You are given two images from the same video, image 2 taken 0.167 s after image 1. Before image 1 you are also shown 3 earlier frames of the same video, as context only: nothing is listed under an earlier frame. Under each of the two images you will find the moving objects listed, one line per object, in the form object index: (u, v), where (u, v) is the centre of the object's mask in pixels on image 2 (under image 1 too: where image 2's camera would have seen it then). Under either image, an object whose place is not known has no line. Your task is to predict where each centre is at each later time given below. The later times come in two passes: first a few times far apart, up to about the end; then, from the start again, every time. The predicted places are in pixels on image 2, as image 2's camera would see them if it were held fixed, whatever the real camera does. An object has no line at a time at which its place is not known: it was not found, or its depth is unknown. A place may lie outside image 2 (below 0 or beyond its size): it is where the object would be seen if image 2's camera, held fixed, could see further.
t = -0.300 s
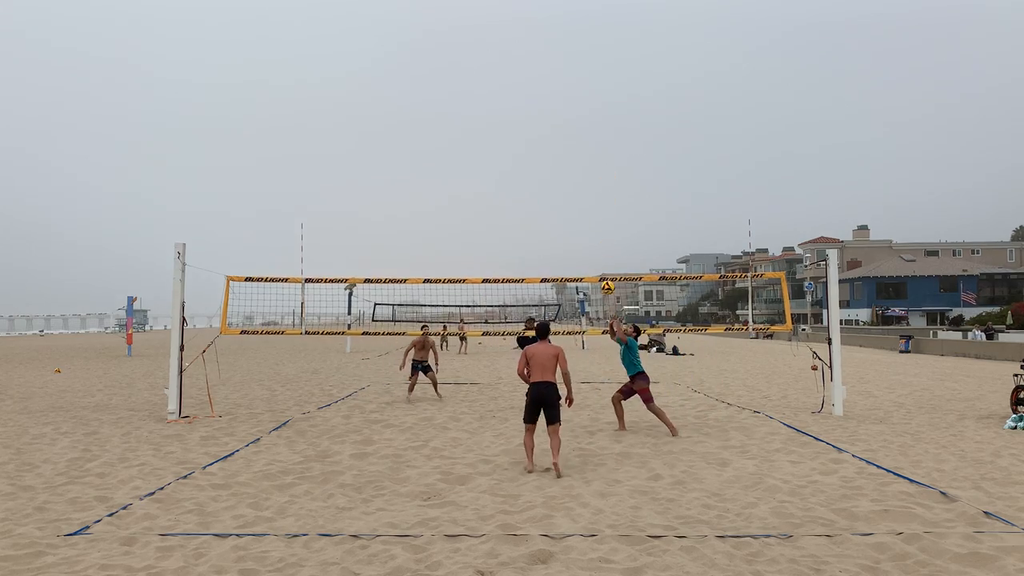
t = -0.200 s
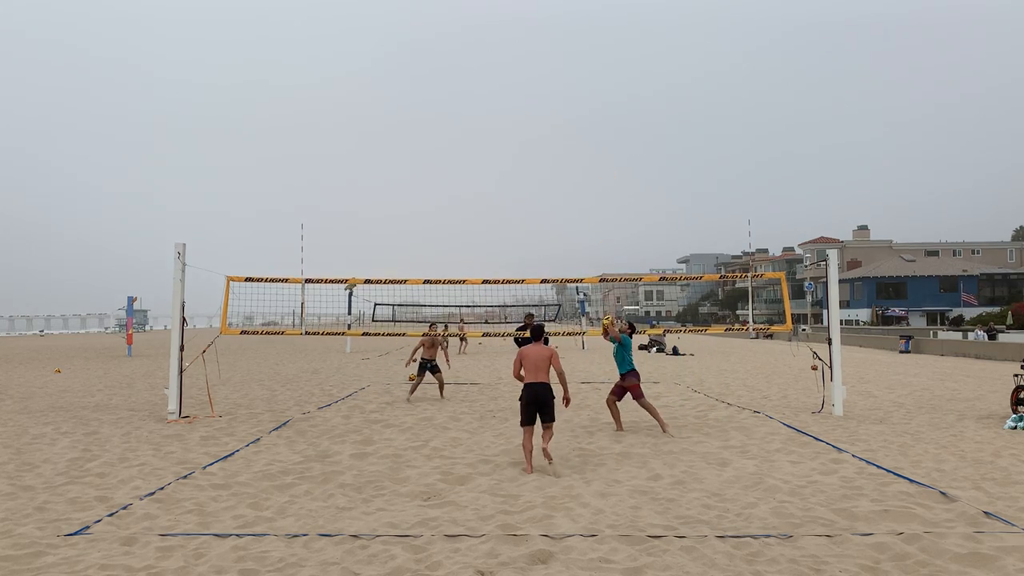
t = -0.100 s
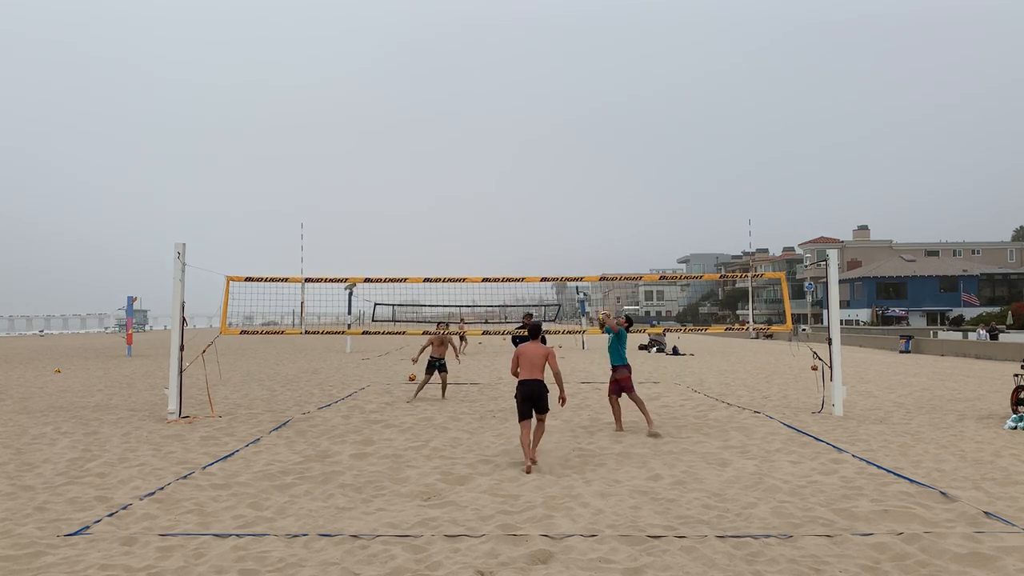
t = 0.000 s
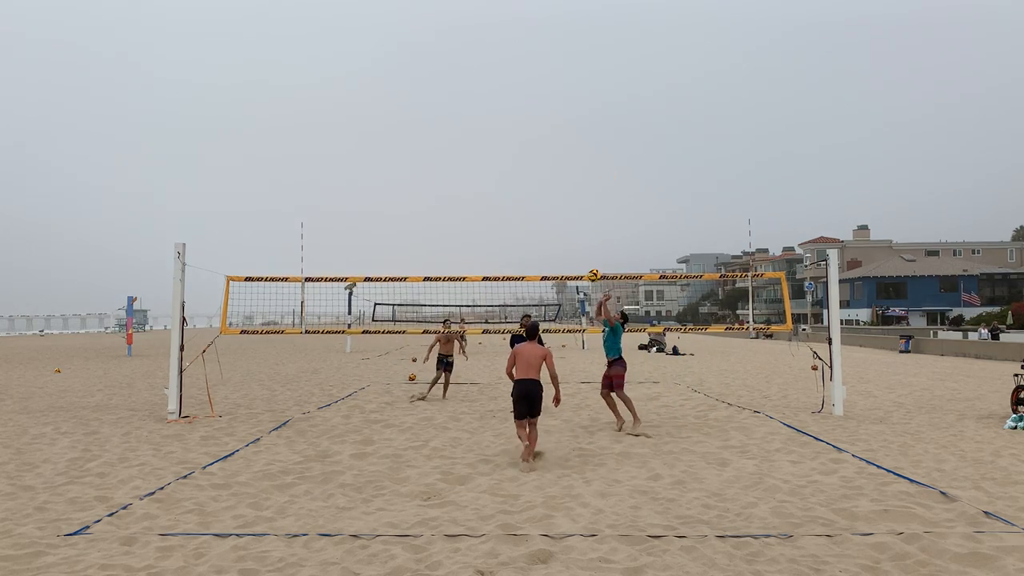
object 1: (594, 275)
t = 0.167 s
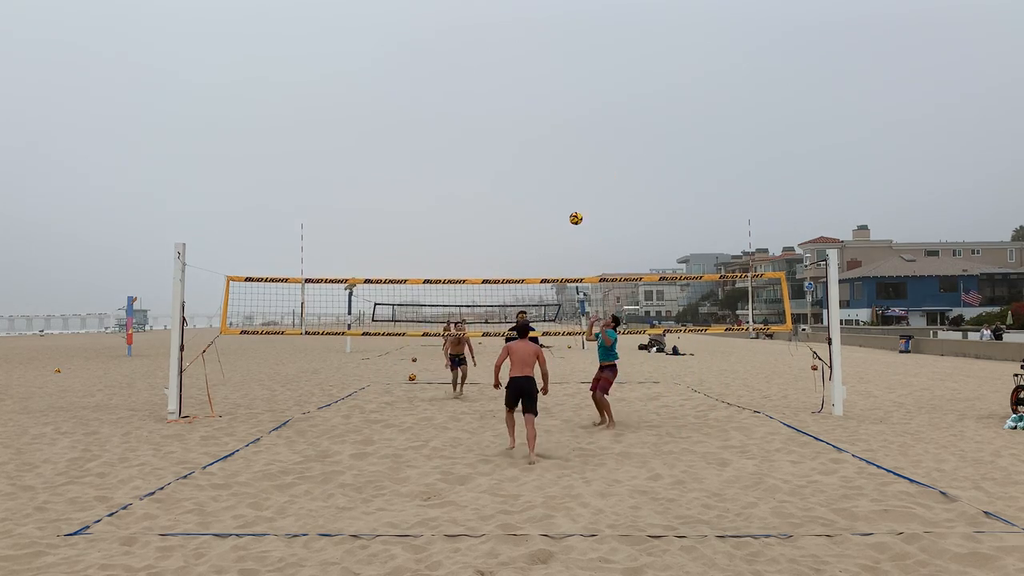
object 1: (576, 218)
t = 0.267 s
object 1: (566, 194)
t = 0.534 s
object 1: (544, 159)
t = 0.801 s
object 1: (527, 169)
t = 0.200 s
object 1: (572, 209)
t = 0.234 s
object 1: (569, 201)
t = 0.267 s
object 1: (566, 194)
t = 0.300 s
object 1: (563, 187)
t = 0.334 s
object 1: (560, 181)
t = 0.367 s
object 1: (557, 175)
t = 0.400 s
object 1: (554, 171)
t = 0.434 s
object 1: (552, 167)
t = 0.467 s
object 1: (549, 163)
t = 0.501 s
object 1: (547, 161)
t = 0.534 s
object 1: (544, 159)
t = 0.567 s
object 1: (542, 158)
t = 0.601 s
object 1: (540, 158)
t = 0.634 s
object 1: (537, 158)
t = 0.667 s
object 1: (535, 158)
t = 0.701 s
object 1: (533, 160)
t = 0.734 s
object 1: (531, 163)
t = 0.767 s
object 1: (529, 165)
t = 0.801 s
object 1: (527, 169)
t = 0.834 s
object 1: (525, 173)
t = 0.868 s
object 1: (523, 178)
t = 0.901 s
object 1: (521, 183)
